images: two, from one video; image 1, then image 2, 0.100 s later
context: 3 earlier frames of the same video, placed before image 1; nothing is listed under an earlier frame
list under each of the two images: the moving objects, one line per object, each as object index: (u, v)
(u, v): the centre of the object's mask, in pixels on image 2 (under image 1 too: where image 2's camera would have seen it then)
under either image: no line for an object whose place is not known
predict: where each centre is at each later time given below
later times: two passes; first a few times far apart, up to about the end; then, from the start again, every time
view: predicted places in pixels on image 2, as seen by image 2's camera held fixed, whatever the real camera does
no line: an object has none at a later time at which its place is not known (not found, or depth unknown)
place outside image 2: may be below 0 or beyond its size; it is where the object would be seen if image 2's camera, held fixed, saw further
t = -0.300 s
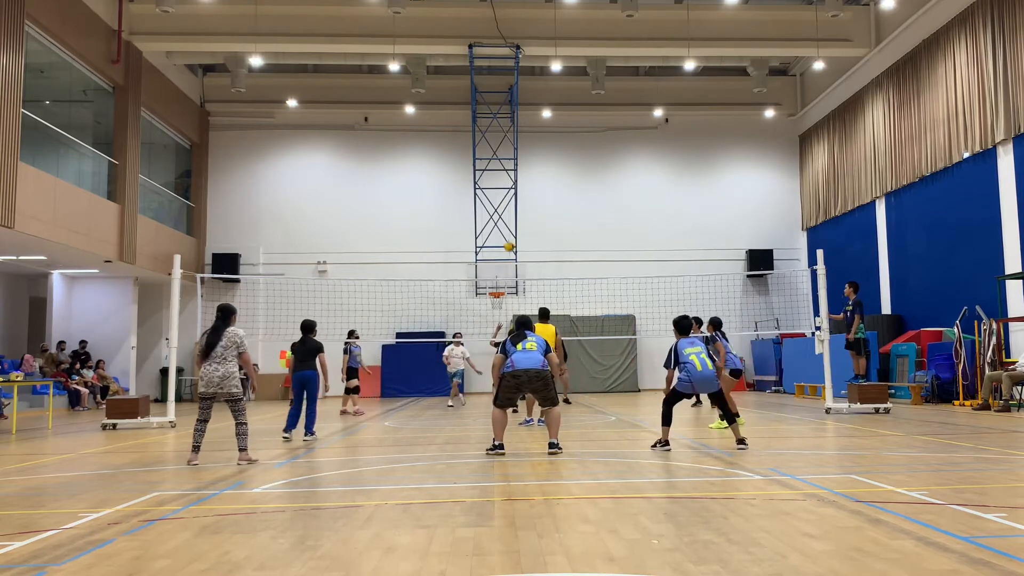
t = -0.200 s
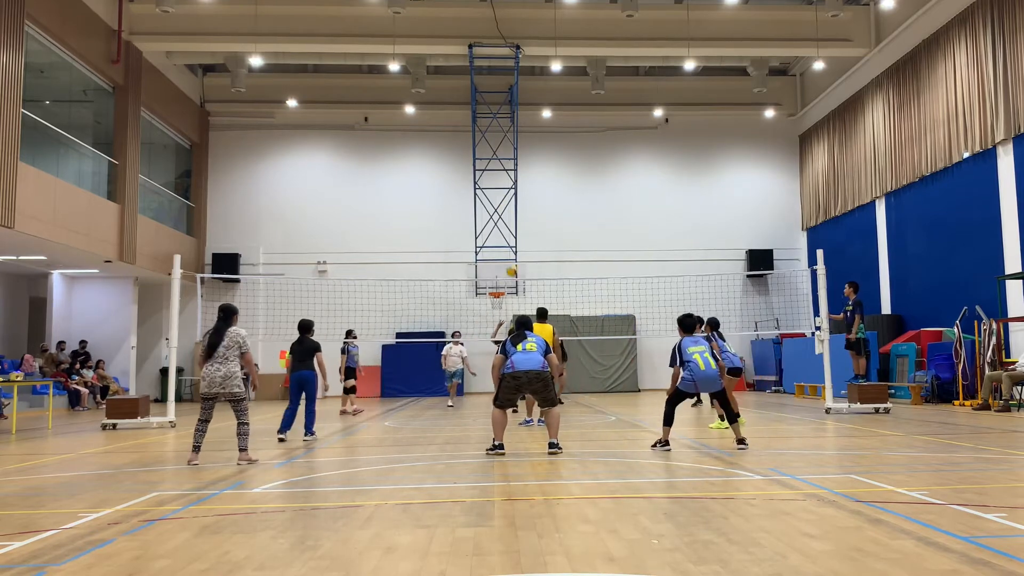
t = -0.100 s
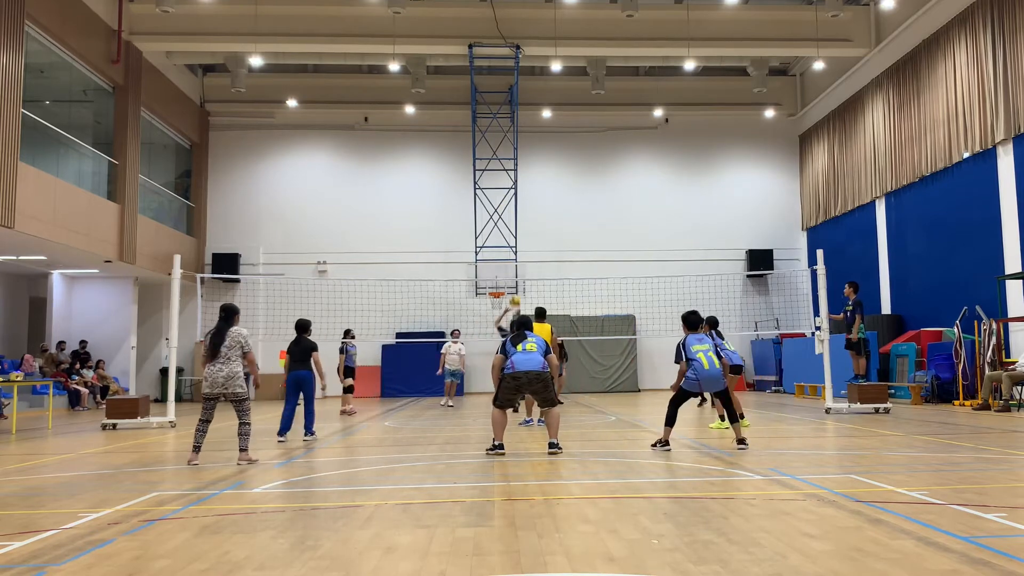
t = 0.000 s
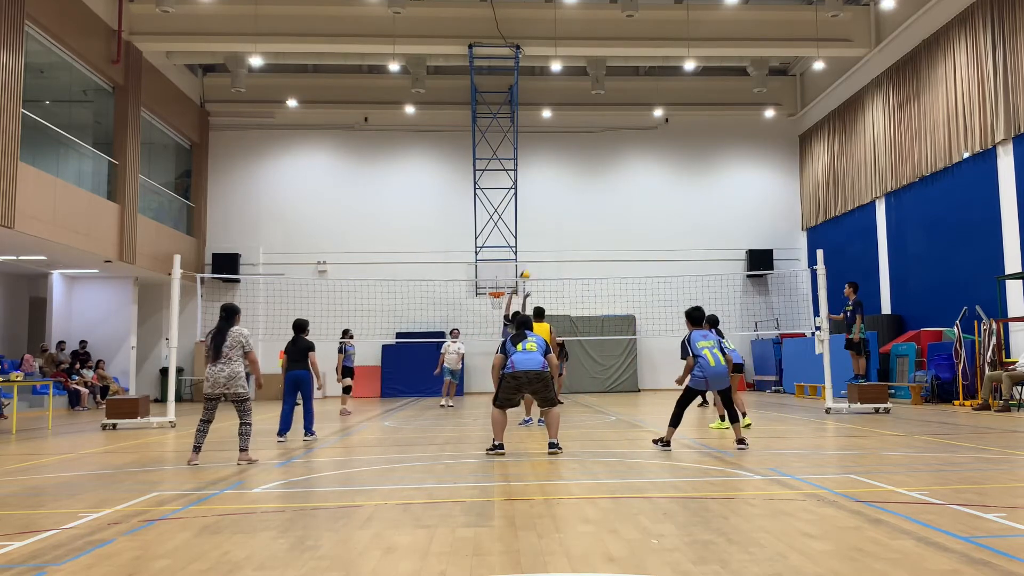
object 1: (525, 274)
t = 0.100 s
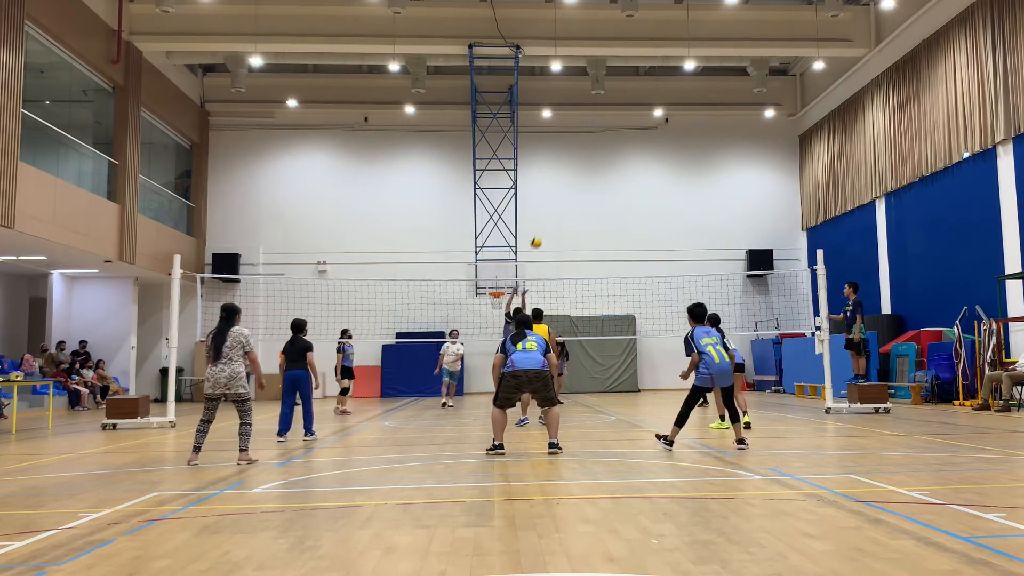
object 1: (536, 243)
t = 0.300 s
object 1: (560, 194)
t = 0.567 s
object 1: (592, 163)
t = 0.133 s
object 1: (540, 233)
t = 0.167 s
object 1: (544, 224)
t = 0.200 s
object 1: (548, 215)
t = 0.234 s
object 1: (552, 207)
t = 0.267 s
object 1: (556, 200)
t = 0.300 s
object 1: (560, 194)
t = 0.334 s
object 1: (564, 188)
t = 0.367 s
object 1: (568, 183)
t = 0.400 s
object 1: (572, 178)
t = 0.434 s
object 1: (576, 174)
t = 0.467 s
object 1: (580, 170)
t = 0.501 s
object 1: (584, 167)
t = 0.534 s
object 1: (588, 164)
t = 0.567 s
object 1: (592, 163)
